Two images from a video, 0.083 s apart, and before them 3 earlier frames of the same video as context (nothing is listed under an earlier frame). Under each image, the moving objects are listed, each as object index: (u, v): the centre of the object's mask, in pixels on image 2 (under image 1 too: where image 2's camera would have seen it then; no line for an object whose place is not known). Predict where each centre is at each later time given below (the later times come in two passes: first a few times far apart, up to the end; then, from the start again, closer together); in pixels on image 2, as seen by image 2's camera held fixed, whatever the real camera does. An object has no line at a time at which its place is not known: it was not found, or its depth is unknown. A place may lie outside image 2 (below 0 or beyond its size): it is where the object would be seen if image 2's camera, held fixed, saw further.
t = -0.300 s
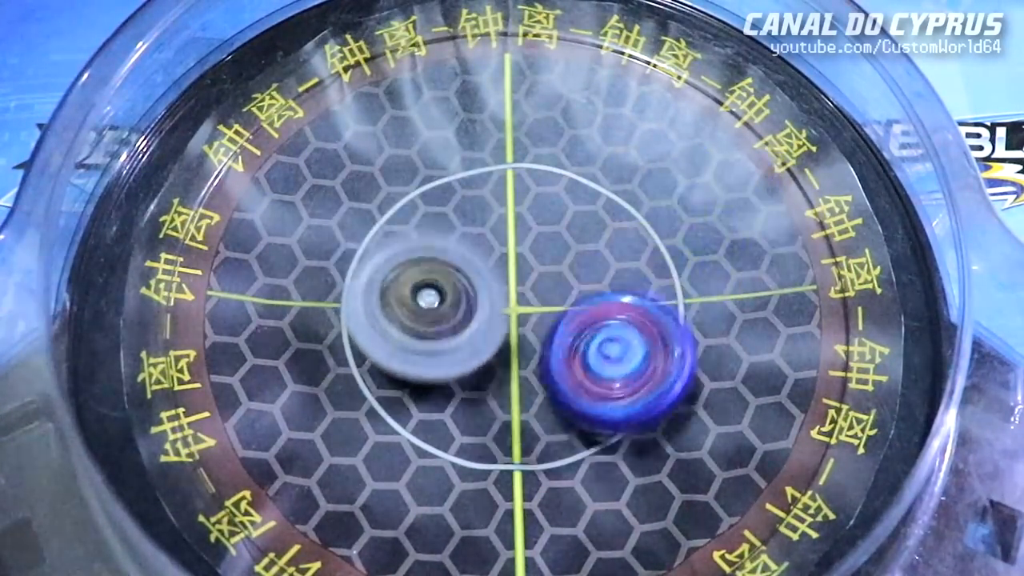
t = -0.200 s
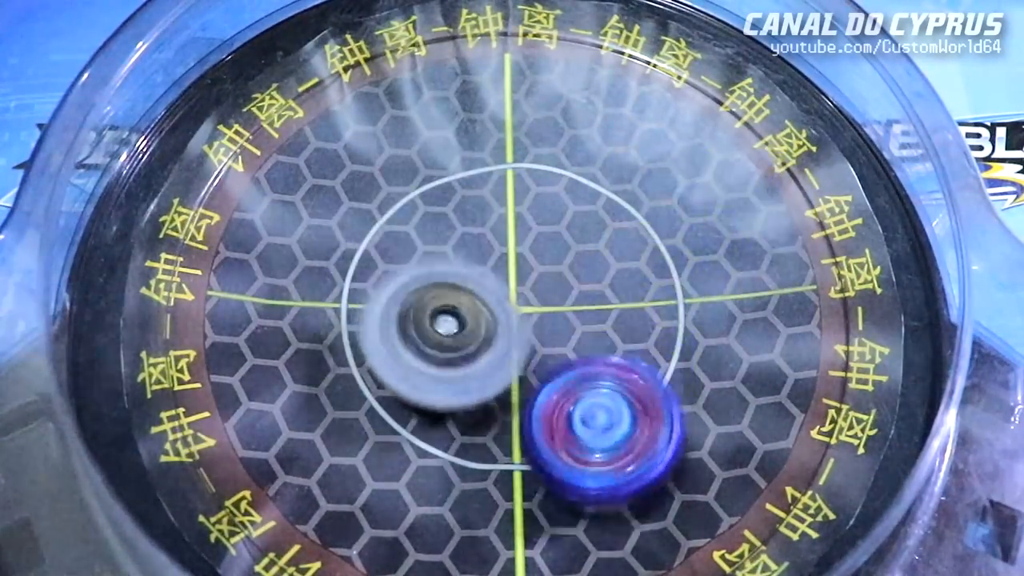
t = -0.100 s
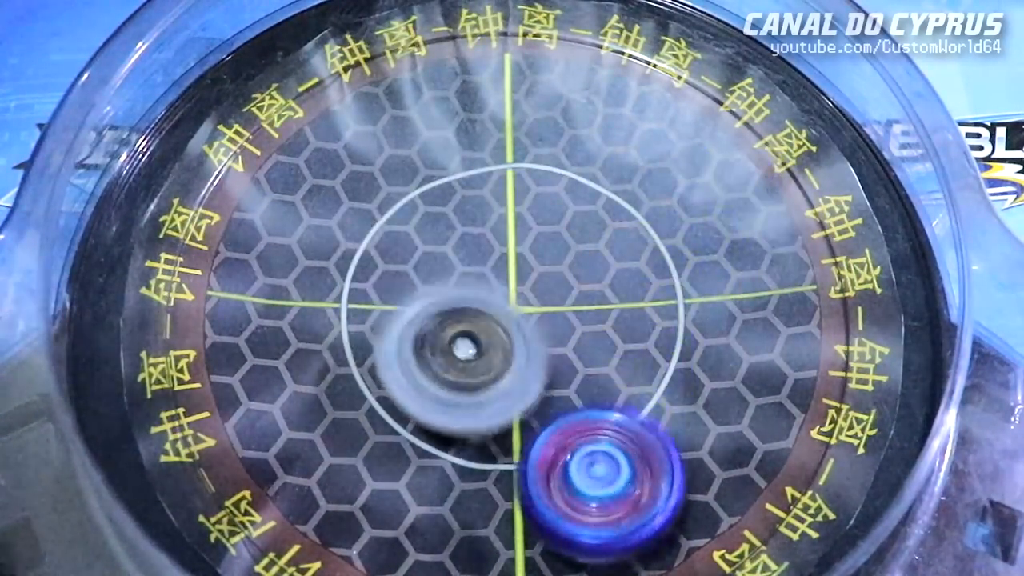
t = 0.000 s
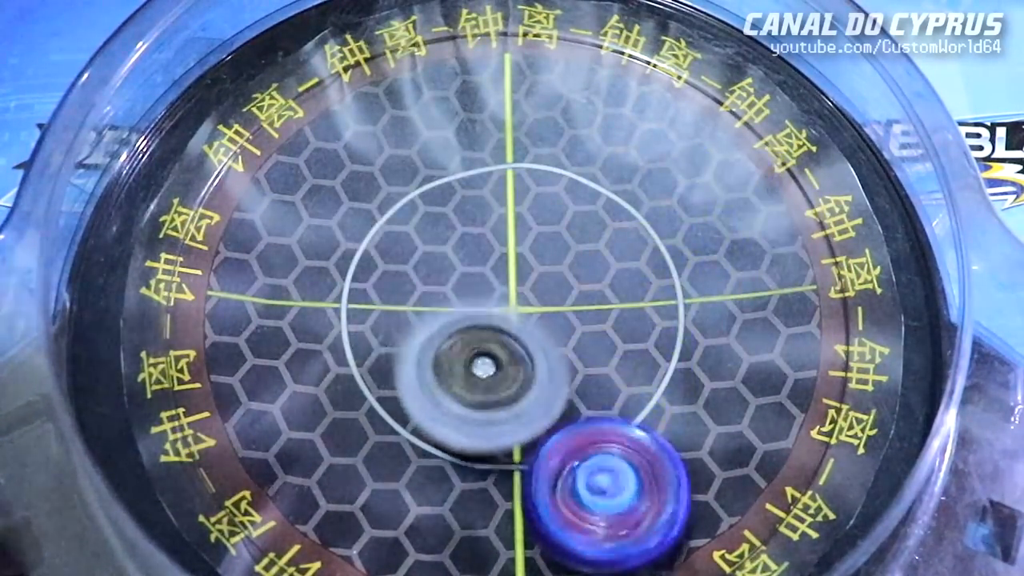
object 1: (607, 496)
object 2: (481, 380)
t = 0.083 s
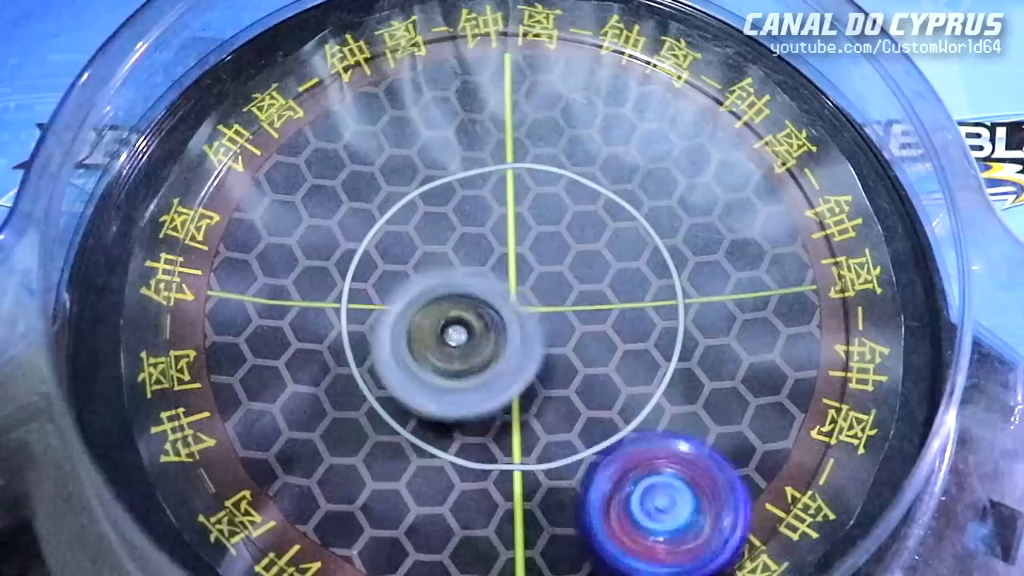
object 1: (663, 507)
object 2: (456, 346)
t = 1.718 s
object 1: (387, 350)
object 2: (583, 361)
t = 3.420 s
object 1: (422, 302)
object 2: (566, 388)
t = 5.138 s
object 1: (439, 358)
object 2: (616, 295)
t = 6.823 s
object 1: (609, 388)
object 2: (501, 265)
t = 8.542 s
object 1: (577, 214)
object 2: (469, 350)
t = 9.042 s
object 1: (560, 207)
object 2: (496, 352)
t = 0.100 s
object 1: (674, 504)
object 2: (455, 343)
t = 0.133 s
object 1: (688, 496)
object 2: (455, 335)
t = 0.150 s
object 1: (693, 488)
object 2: (455, 331)
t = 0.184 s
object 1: (694, 466)
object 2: (458, 322)
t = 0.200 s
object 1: (691, 456)
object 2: (459, 318)
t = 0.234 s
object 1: (678, 431)
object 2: (463, 308)
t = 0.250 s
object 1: (669, 420)
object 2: (465, 302)
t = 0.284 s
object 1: (649, 398)
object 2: (471, 294)
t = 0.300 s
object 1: (635, 389)
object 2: (475, 289)
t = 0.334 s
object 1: (611, 371)
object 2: (482, 280)
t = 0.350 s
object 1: (603, 368)
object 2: (481, 272)
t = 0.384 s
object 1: (588, 361)
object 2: (478, 252)
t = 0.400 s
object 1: (577, 354)
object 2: (478, 245)
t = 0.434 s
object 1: (560, 350)
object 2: (477, 227)
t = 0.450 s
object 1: (553, 349)
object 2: (479, 219)
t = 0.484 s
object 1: (539, 350)
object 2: (481, 205)
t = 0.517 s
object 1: (521, 351)
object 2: (484, 195)
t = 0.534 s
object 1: (513, 353)
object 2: (488, 190)
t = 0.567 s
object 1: (498, 355)
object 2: (497, 181)
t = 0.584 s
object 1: (489, 359)
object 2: (501, 179)
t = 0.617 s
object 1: (476, 366)
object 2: (509, 172)
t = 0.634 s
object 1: (469, 368)
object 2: (512, 171)
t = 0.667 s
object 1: (460, 373)
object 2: (522, 169)
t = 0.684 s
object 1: (457, 374)
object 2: (527, 165)
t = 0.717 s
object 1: (454, 378)
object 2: (536, 164)
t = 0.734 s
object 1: (454, 378)
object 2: (540, 166)
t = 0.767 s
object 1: (451, 380)
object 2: (547, 167)
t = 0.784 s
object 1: (451, 380)
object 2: (550, 173)
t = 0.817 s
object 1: (451, 379)
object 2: (556, 174)
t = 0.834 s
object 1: (453, 378)
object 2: (558, 176)
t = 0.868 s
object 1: (456, 374)
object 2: (564, 183)
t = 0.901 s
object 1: (457, 370)
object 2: (570, 193)
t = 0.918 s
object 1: (460, 367)
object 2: (574, 195)
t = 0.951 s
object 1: (463, 358)
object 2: (579, 205)
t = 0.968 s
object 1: (465, 354)
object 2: (583, 212)
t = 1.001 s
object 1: (469, 343)
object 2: (587, 224)
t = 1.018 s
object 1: (468, 337)
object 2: (587, 231)
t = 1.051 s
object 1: (464, 330)
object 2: (591, 240)
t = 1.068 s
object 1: (458, 331)
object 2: (600, 237)
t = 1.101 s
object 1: (448, 332)
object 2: (610, 238)
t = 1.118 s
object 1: (444, 332)
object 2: (615, 243)
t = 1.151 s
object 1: (436, 334)
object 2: (622, 252)
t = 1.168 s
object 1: (431, 335)
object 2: (623, 256)
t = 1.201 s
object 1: (427, 338)
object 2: (628, 265)
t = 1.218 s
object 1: (425, 339)
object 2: (628, 269)
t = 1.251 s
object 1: (423, 341)
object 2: (630, 279)
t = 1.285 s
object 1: (424, 341)
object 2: (628, 288)
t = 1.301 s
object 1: (426, 340)
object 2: (628, 294)
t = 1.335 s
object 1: (433, 339)
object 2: (624, 304)
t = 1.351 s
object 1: (435, 338)
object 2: (619, 310)
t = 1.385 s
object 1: (443, 336)
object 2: (612, 320)
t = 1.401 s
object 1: (444, 333)
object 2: (610, 324)
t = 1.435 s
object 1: (430, 331)
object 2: (617, 330)
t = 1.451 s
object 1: (419, 331)
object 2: (620, 332)
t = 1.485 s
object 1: (406, 331)
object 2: (622, 338)
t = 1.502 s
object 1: (398, 330)
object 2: (621, 338)
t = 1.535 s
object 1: (385, 332)
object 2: (620, 343)
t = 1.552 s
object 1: (379, 333)
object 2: (618, 347)
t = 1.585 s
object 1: (370, 337)
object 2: (615, 351)
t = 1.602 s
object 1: (367, 339)
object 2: (611, 353)
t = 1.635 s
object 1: (365, 345)
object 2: (605, 358)
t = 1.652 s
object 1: (368, 348)
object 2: (602, 358)
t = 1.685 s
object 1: (375, 350)
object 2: (593, 360)
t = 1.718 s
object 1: (387, 350)
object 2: (583, 361)
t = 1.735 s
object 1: (392, 348)
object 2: (576, 363)
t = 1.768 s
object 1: (402, 344)
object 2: (569, 360)
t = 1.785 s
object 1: (395, 339)
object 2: (579, 358)
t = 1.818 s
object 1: (382, 331)
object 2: (593, 354)
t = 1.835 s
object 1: (377, 328)
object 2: (598, 353)
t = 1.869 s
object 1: (364, 320)
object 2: (603, 347)
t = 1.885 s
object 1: (360, 315)
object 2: (604, 343)
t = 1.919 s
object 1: (352, 307)
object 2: (605, 338)
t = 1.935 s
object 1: (349, 304)
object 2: (604, 337)
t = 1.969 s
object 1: (345, 298)
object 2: (606, 332)
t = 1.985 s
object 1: (344, 295)
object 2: (605, 328)
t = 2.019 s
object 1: (344, 290)
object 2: (604, 323)
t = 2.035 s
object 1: (347, 287)
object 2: (603, 322)
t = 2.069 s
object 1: (351, 283)
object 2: (600, 315)
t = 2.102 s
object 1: (360, 279)
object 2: (597, 310)
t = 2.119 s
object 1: (367, 276)
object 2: (597, 304)
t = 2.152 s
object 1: (378, 271)
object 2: (596, 297)
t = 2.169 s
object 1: (385, 268)
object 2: (594, 294)
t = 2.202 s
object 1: (397, 260)
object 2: (590, 287)
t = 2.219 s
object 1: (406, 256)
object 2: (589, 284)
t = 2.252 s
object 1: (420, 250)
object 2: (586, 276)
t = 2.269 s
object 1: (429, 246)
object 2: (583, 273)
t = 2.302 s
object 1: (429, 236)
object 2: (593, 267)
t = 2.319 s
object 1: (426, 231)
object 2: (602, 267)
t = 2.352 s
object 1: (421, 218)
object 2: (620, 267)
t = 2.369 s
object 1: (420, 216)
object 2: (626, 264)
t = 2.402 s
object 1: (417, 207)
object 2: (640, 263)
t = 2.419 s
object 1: (417, 204)
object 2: (645, 263)
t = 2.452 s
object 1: (417, 200)
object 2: (654, 264)
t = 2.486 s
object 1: (420, 200)
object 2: (660, 266)
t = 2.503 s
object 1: (421, 201)
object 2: (664, 266)
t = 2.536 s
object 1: (426, 203)
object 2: (669, 269)
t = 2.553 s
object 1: (428, 205)
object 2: (671, 271)
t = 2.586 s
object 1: (436, 208)
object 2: (672, 273)
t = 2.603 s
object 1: (440, 211)
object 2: (672, 273)
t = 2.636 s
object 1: (450, 214)
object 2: (670, 277)
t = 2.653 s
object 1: (456, 216)
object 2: (667, 279)
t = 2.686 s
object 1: (471, 222)
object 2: (662, 283)
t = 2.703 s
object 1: (479, 225)
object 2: (660, 286)
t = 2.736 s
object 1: (495, 229)
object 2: (651, 291)
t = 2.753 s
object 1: (503, 231)
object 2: (644, 293)
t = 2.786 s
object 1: (507, 230)
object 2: (646, 301)
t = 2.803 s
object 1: (510, 230)
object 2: (647, 308)
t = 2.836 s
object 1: (518, 231)
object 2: (645, 314)
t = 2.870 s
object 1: (515, 226)
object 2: (651, 323)
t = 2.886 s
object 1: (507, 225)
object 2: (655, 332)
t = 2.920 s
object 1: (496, 222)
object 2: (656, 343)
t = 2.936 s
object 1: (488, 220)
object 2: (654, 344)
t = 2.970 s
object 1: (476, 218)
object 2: (651, 352)
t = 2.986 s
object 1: (468, 218)
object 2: (647, 355)
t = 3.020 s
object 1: (455, 222)
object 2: (639, 362)
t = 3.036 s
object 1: (448, 225)
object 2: (636, 365)
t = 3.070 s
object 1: (438, 235)
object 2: (626, 369)
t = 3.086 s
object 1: (434, 240)
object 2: (622, 370)
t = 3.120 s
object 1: (432, 253)
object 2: (611, 373)
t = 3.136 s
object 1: (432, 260)
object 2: (604, 375)
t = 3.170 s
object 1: (435, 273)
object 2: (593, 375)
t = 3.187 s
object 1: (441, 280)
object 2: (586, 375)
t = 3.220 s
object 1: (442, 288)
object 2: (582, 379)
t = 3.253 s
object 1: (433, 289)
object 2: (590, 384)
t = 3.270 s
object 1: (429, 289)
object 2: (589, 384)
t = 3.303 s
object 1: (423, 292)
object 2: (586, 388)
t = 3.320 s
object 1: (422, 293)
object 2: (582, 389)
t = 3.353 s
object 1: (420, 296)
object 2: (579, 388)
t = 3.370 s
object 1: (420, 297)
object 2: (576, 389)
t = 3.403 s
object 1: (422, 301)
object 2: (566, 390)
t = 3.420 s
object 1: (422, 302)
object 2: (566, 388)
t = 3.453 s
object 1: (423, 301)
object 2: (567, 387)
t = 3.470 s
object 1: (423, 302)
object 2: (569, 387)
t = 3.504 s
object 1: (427, 299)
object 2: (570, 388)
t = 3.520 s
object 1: (429, 297)
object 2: (569, 388)
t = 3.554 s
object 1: (435, 293)
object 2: (569, 385)
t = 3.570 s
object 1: (436, 293)
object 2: (569, 385)
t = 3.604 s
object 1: (441, 289)
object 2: (569, 382)
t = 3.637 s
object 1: (445, 284)
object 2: (574, 380)
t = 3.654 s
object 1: (446, 281)
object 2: (577, 379)
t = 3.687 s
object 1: (451, 276)
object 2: (583, 377)
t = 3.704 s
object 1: (453, 273)
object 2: (585, 377)
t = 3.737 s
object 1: (456, 264)
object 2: (586, 373)
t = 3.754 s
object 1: (457, 260)
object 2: (588, 369)
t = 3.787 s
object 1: (462, 255)
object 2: (590, 365)
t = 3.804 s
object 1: (462, 253)
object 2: (589, 363)
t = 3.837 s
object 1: (466, 247)
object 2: (589, 355)
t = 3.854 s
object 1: (469, 246)
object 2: (588, 352)
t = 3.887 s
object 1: (472, 243)
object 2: (588, 346)
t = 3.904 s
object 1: (476, 241)
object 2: (587, 342)
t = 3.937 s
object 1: (478, 237)
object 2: (593, 337)
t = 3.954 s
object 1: (480, 234)
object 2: (596, 335)
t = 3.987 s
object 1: (478, 228)
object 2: (597, 334)
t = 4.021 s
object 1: (480, 223)
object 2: (599, 331)
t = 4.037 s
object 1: (480, 222)
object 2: (600, 329)
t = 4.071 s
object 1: (480, 219)
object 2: (600, 327)
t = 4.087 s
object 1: (482, 218)
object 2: (599, 324)
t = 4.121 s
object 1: (484, 218)
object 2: (599, 321)
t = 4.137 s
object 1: (486, 218)
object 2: (598, 319)
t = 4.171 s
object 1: (486, 218)
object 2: (599, 318)
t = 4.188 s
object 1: (485, 217)
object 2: (603, 317)
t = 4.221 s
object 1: (483, 219)
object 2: (607, 320)
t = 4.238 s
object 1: (481, 220)
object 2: (607, 321)
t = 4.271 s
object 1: (480, 222)
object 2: (610, 321)
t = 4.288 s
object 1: (479, 225)
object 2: (613, 322)
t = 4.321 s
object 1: (480, 230)
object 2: (612, 324)
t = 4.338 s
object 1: (480, 233)
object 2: (612, 323)
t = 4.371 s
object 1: (484, 238)
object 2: (612, 324)
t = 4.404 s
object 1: (479, 240)
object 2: (619, 326)
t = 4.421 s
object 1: (472, 240)
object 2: (625, 328)
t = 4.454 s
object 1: (464, 243)
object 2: (631, 333)
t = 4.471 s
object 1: (459, 246)
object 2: (633, 333)
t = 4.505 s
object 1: (451, 252)
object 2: (635, 337)
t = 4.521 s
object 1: (448, 255)
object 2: (635, 338)
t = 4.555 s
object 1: (446, 264)
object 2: (636, 338)
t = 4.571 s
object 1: (446, 269)
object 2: (634, 340)
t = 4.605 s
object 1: (447, 279)
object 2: (633, 339)
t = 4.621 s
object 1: (451, 286)
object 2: (631, 340)
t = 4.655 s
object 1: (459, 296)
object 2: (627, 340)
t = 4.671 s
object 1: (462, 297)
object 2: (624, 339)
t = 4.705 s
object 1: (457, 301)
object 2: (634, 336)
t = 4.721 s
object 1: (445, 304)
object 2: (641, 335)
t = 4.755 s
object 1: (425, 307)
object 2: (657, 331)
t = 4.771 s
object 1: (417, 310)
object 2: (660, 332)
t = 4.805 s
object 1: (400, 317)
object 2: (666, 325)
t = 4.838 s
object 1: (386, 328)
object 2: (670, 323)
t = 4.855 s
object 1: (380, 333)
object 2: (672, 321)
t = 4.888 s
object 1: (373, 341)
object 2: (671, 321)
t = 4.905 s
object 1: (369, 348)
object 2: (672, 318)
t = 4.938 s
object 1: (368, 357)
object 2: (670, 318)
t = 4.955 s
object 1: (370, 361)
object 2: (668, 315)
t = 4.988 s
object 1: (377, 367)
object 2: (664, 314)
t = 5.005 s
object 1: (384, 368)
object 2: (659, 312)
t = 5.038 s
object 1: (394, 371)
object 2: (652, 309)
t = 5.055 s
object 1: (402, 369)
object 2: (645, 306)
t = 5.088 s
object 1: (417, 365)
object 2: (633, 303)
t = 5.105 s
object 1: (424, 363)
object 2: (628, 299)
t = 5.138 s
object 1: (439, 358)
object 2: (616, 295)
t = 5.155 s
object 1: (448, 354)
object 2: (611, 291)
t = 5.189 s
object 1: (452, 349)
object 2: (606, 283)
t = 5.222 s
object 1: (430, 357)
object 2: (626, 258)
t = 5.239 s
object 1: (423, 360)
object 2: (628, 247)
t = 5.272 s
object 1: (414, 366)
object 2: (633, 233)
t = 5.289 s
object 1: (409, 368)
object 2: (634, 226)
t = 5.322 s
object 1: (403, 374)
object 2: (633, 216)
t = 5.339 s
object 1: (401, 377)
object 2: (633, 212)
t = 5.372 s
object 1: (399, 379)
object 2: (628, 205)
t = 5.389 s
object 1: (400, 380)
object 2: (629, 200)
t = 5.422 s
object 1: (402, 379)
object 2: (621, 193)
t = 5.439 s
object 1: (403, 379)
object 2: (619, 192)
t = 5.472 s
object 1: (410, 376)
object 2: (611, 186)
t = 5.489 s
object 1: (415, 375)
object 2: (607, 187)
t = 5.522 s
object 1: (424, 368)
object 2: (595, 182)
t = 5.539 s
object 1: (428, 365)
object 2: (589, 185)
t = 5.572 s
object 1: (439, 355)
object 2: (581, 181)
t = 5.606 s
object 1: (452, 343)
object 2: (570, 183)
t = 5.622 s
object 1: (456, 339)
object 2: (563, 182)
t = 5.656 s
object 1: (463, 329)
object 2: (550, 188)
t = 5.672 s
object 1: (469, 321)
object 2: (542, 189)
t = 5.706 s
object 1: (470, 322)
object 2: (534, 190)
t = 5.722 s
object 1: (461, 338)
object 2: (532, 175)
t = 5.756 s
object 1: (450, 365)
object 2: (535, 152)
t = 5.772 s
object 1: (448, 375)
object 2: (534, 143)
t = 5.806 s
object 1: (446, 385)
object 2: (529, 138)
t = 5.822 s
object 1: (449, 389)
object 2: (529, 136)
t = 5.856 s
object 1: (449, 404)
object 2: (525, 136)
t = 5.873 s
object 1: (451, 409)
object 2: (525, 136)
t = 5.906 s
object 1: (455, 421)
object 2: (519, 137)
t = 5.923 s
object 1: (457, 428)
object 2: (518, 136)
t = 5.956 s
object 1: (462, 435)
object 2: (512, 138)
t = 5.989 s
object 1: (467, 441)
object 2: (507, 143)
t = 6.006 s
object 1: (472, 442)
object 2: (503, 145)
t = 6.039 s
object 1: (481, 441)
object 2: (497, 155)
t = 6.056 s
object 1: (487, 439)
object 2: (495, 160)
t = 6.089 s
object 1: (497, 433)
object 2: (490, 170)
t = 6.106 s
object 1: (501, 427)
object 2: (487, 178)
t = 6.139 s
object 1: (509, 416)
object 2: (486, 189)
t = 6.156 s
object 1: (511, 409)
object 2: (484, 196)
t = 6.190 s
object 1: (514, 393)
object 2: (484, 208)
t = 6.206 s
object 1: (516, 386)
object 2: (484, 214)
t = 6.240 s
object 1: (518, 373)
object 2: (486, 225)
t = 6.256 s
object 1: (519, 369)
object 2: (485, 230)
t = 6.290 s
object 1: (523, 378)
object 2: (482, 221)
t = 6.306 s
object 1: (526, 379)
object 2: (479, 215)
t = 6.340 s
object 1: (535, 384)
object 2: (476, 216)
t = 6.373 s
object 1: (542, 388)
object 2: (479, 221)
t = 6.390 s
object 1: (547, 389)
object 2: (482, 224)
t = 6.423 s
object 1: (554, 390)
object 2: (485, 226)
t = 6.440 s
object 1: (555, 389)
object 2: (486, 231)
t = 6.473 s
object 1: (564, 384)
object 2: (491, 236)
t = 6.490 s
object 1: (566, 383)
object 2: (492, 237)
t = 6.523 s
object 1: (569, 378)
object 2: (494, 244)
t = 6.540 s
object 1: (571, 377)
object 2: (496, 249)
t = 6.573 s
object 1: (579, 387)
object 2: (489, 244)
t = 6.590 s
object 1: (581, 389)
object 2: (487, 245)
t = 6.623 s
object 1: (590, 392)
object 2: (490, 248)
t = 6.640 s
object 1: (593, 394)
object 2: (494, 251)
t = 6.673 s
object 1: (602, 400)
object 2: (496, 251)
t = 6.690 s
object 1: (606, 403)
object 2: (493, 251)
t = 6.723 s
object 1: (610, 402)
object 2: (498, 256)
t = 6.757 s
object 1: (614, 400)
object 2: (499, 255)
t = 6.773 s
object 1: (614, 398)
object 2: (500, 256)
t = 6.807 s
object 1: (613, 393)
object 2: (502, 262)
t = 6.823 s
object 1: (609, 388)
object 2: (501, 265)
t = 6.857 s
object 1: (608, 381)
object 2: (504, 267)
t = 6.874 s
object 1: (607, 381)
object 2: (503, 266)
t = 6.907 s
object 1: (607, 380)
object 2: (497, 264)
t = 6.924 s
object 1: (608, 378)
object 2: (493, 261)
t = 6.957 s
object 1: (612, 376)
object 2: (488, 257)
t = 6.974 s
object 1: (611, 374)
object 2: (486, 259)
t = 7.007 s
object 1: (608, 367)
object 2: (483, 256)
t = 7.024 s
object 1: (607, 363)
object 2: (480, 253)
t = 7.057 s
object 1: (601, 358)
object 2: (477, 254)
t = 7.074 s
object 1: (596, 355)
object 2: (476, 255)
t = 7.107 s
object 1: (593, 349)
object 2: (470, 255)
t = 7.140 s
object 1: (599, 352)
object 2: (461, 253)
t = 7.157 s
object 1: (601, 353)
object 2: (455, 251)
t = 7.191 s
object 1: (603, 350)
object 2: (445, 253)
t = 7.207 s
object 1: (607, 348)
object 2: (442, 252)
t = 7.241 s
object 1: (612, 349)
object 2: (438, 249)
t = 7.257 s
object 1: (612, 347)
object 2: (435, 250)
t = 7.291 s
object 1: (614, 342)
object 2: (430, 252)
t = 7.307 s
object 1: (615, 340)
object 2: (427, 251)
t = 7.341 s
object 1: (613, 337)
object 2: (422, 257)
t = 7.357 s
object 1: (609, 334)
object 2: (419, 260)
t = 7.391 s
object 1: (603, 327)
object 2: (416, 262)
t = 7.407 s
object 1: (601, 326)
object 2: (417, 265)
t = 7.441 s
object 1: (588, 321)
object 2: (418, 272)
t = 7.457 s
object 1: (584, 318)
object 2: (417, 271)
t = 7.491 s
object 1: (575, 314)
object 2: (420, 278)
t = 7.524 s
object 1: (585, 317)
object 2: (407, 288)
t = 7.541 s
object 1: (586, 316)
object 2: (402, 293)
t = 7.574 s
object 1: (588, 311)
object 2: (399, 300)
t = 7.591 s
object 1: (592, 309)
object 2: (400, 304)
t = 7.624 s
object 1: (595, 306)
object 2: (398, 305)
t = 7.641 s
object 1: (597, 303)
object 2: (400, 306)
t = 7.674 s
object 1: (602, 296)
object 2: (398, 315)
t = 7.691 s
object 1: (603, 297)
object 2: (400, 315)
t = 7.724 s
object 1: (598, 292)
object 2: (407, 324)
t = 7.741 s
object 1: (599, 289)
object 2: (408, 323)
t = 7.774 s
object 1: (599, 285)
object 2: (415, 325)
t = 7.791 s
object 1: (597, 285)
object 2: (417, 328)
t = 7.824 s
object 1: (587, 280)
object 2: (423, 329)
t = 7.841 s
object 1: (586, 278)
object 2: (434, 332)
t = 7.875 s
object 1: (586, 274)
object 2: (435, 335)
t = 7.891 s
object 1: (591, 270)
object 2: (435, 338)
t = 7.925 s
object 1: (596, 265)
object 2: (437, 349)
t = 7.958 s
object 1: (599, 257)
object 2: (443, 347)
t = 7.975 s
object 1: (602, 253)
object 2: (451, 346)
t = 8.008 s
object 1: (607, 244)
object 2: (454, 344)
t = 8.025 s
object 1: (608, 241)
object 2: (458, 343)
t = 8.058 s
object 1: (612, 231)
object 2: (461, 343)
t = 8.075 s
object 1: (612, 229)
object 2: (466, 341)
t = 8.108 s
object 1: (607, 226)
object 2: (472, 340)
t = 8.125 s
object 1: (606, 222)
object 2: (478, 336)
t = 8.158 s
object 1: (605, 220)
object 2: (488, 331)
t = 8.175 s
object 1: (601, 222)
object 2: (488, 326)
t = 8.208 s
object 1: (592, 219)
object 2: (490, 326)
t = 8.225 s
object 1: (591, 217)
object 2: (487, 325)
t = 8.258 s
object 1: (588, 217)
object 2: (494, 325)
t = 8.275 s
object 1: (586, 218)
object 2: (489, 328)
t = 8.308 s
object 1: (584, 216)
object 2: (491, 328)
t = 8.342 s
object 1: (584, 214)
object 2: (491, 329)
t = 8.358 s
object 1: (585, 213)
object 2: (484, 330)
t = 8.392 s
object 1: (587, 214)
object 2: (481, 336)
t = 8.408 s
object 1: (584, 215)
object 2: (477, 337)
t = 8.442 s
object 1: (579, 210)
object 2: (478, 339)
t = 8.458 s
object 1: (579, 207)
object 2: (472, 341)
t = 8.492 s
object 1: (584, 208)
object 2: (469, 344)
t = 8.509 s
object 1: (584, 211)
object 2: (465, 347)
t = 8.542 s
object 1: (577, 214)
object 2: (469, 350)
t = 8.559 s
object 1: (572, 213)
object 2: (467, 352)
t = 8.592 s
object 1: (571, 212)
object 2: (469, 346)
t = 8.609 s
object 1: (570, 212)
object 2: (466, 347)
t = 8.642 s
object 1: (566, 216)
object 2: (465, 344)
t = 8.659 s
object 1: (561, 219)
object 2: (464, 347)
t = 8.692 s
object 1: (550, 222)
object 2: (470, 343)
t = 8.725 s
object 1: (545, 218)
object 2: (478, 343)
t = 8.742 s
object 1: (545, 217)
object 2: (476, 343)
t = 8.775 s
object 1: (549, 216)
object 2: (484, 343)
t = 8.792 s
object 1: (551, 218)
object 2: (480, 339)
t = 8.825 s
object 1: (553, 218)
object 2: (480, 341)
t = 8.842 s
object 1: (553, 215)
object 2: (472, 349)
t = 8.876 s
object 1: (557, 209)
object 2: (480, 364)
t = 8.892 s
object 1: (559, 208)
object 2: (482, 366)
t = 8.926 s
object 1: (564, 208)
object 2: (494, 370)
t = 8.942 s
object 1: (565, 208)
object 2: (493, 367)
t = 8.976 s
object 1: (564, 207)
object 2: (499, 366)
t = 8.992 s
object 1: (564, 208)
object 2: (499, 363)
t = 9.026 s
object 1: (562, 208)
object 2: (493, 360)
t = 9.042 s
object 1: (560, 207)
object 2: (496, 352)
